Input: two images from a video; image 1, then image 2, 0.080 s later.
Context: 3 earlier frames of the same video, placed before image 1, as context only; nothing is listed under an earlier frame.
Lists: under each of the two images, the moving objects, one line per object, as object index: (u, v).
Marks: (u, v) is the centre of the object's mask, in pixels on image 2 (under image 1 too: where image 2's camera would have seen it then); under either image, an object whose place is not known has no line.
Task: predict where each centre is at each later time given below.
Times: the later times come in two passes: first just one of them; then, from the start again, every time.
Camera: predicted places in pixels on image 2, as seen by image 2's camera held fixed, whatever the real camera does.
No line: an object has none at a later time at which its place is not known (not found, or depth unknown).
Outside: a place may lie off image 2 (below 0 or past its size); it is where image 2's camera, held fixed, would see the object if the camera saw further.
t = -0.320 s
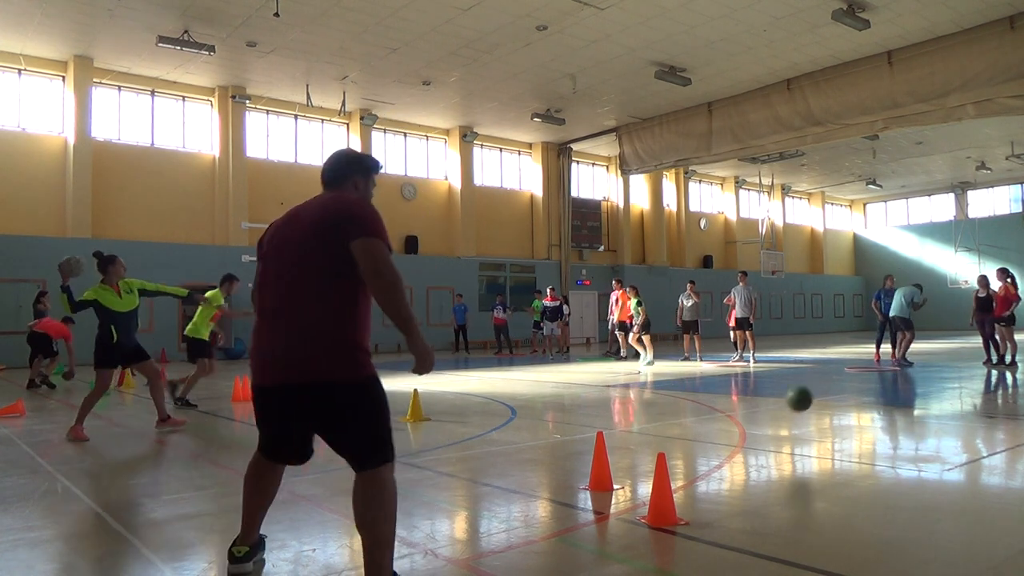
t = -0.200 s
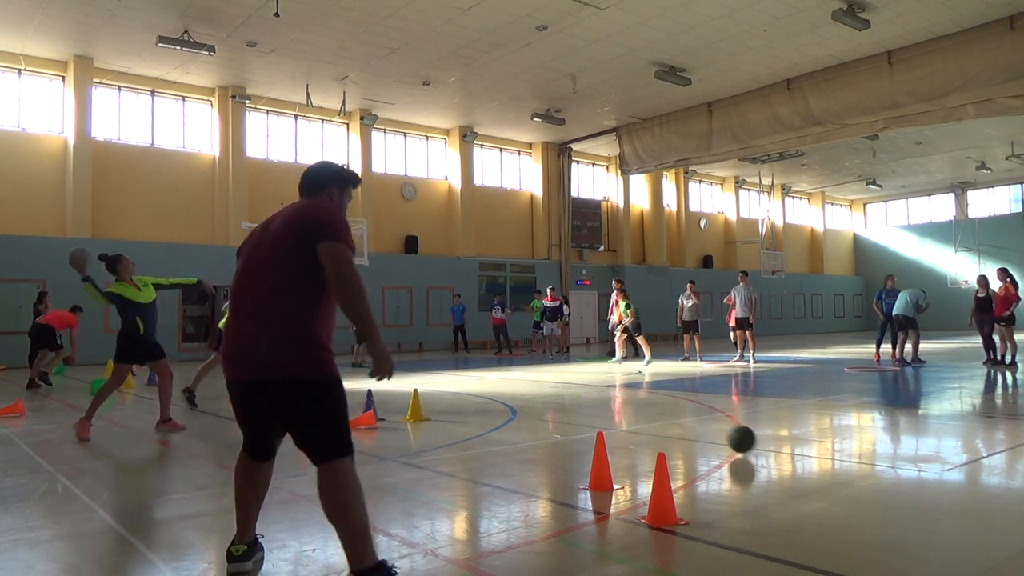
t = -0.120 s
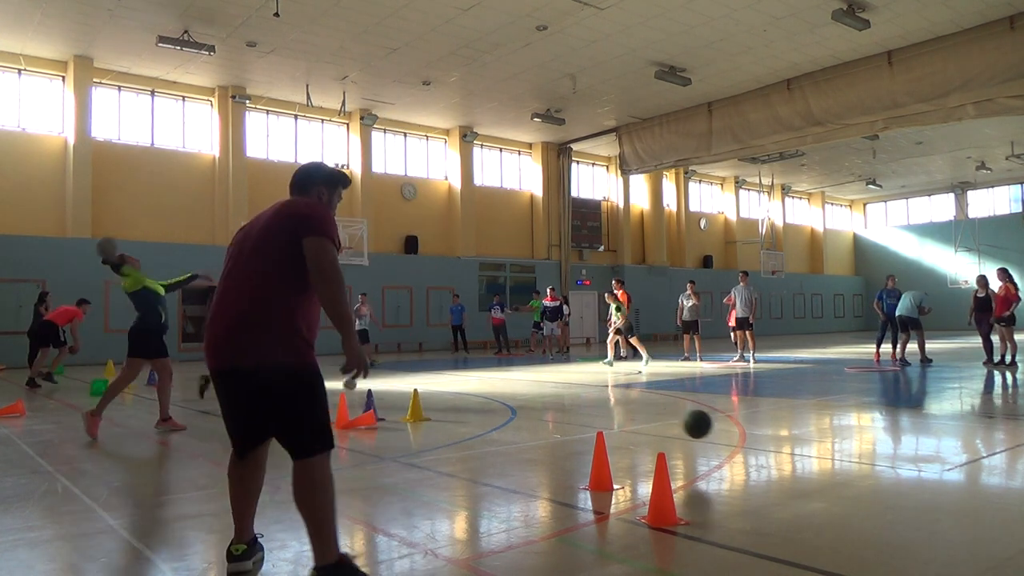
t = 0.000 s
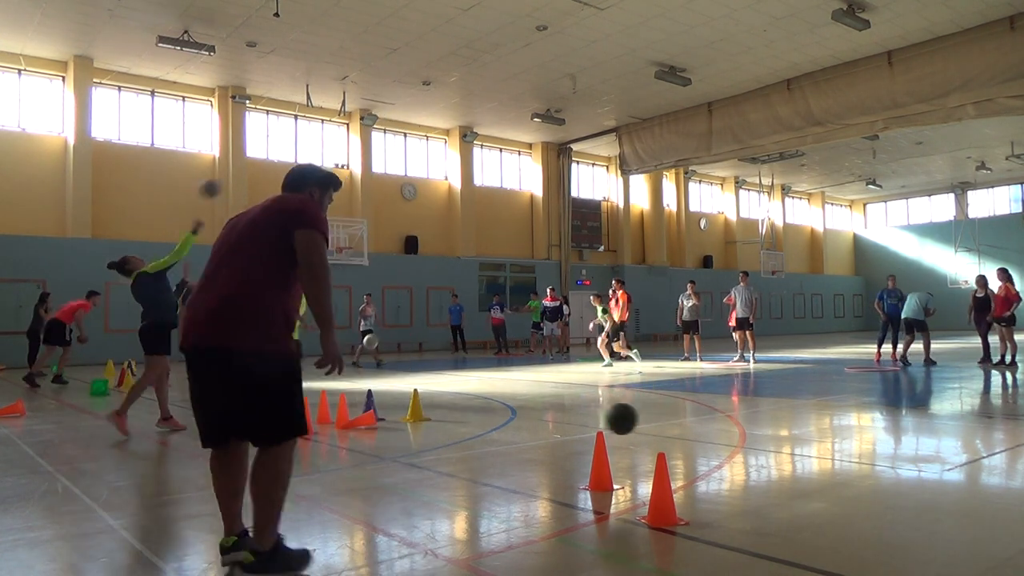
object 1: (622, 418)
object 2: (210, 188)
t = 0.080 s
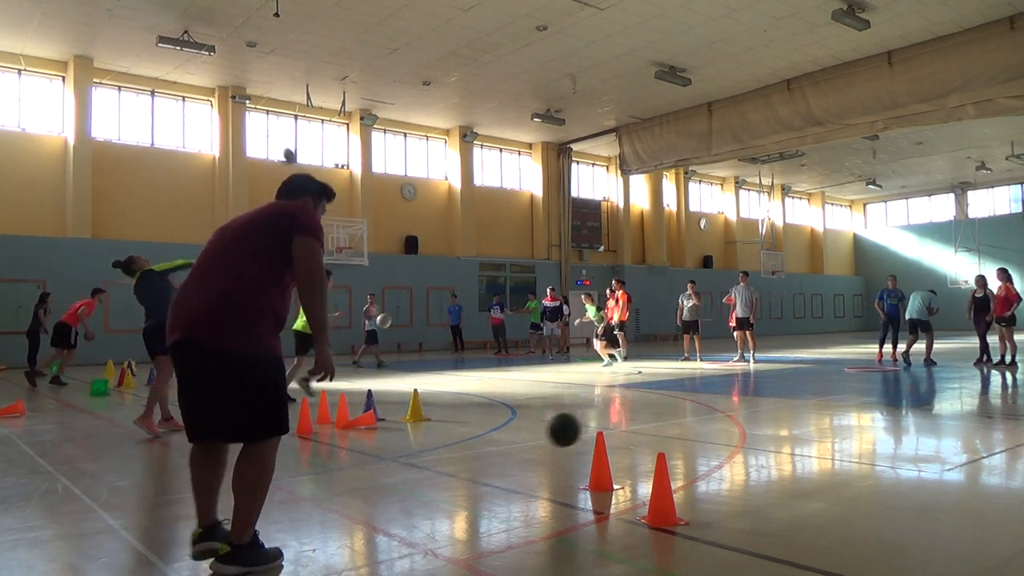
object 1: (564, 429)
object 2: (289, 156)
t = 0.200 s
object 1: (463, 473)
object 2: (390, 123)
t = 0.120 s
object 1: (533, 440)
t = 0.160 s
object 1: (499, 455)
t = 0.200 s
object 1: (463, 473)
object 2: (390, 123)
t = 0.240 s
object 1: (425, 497)
